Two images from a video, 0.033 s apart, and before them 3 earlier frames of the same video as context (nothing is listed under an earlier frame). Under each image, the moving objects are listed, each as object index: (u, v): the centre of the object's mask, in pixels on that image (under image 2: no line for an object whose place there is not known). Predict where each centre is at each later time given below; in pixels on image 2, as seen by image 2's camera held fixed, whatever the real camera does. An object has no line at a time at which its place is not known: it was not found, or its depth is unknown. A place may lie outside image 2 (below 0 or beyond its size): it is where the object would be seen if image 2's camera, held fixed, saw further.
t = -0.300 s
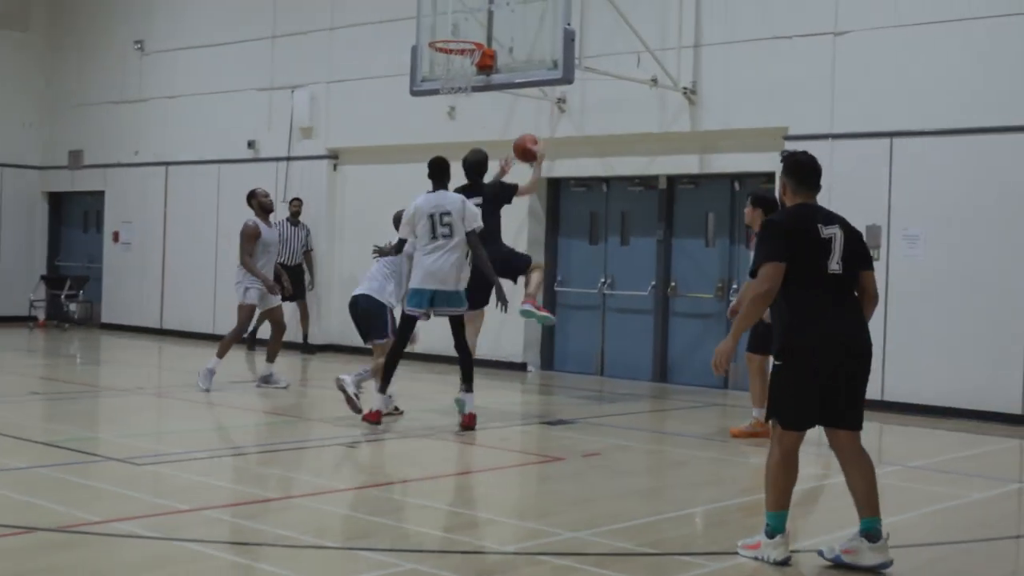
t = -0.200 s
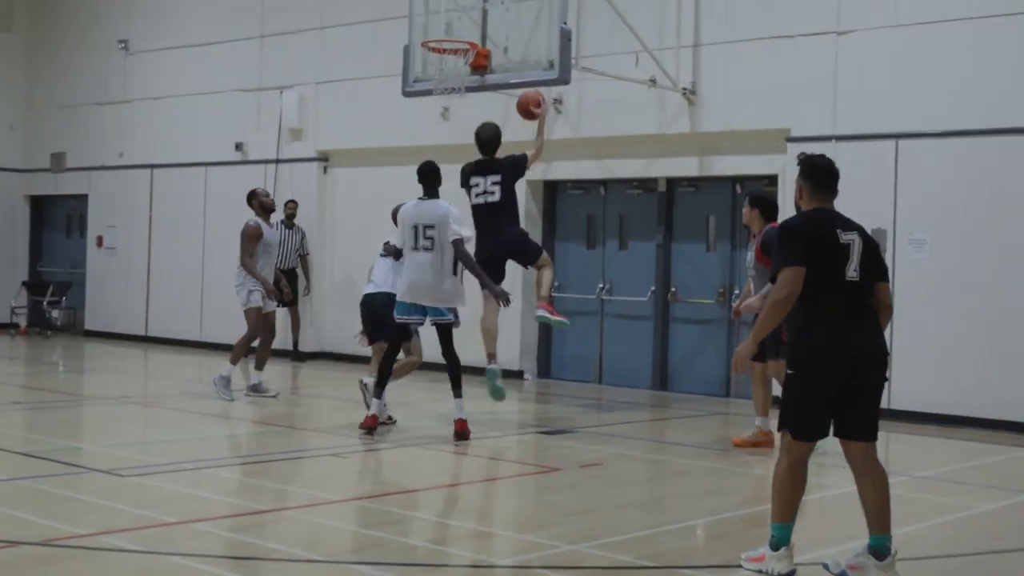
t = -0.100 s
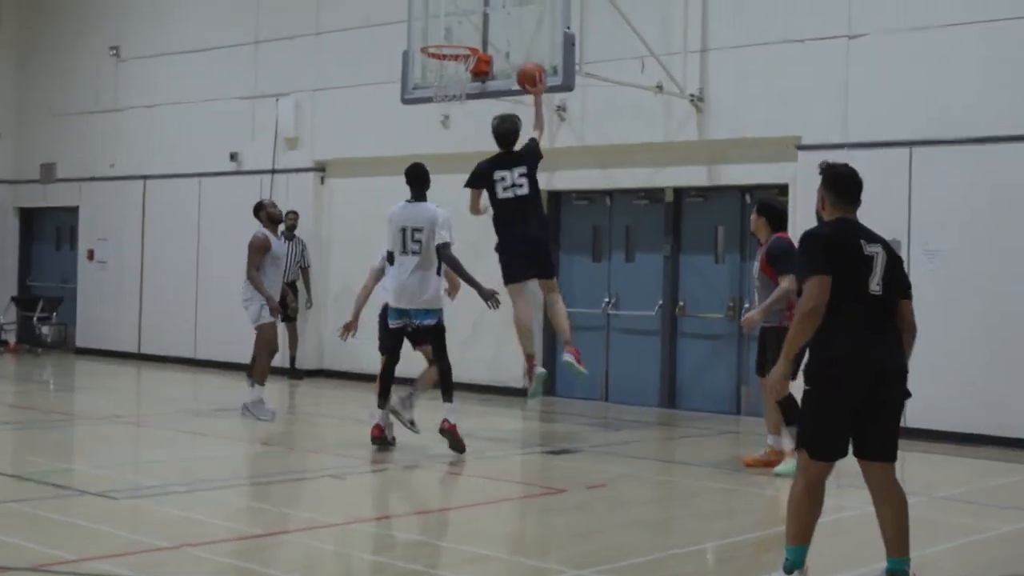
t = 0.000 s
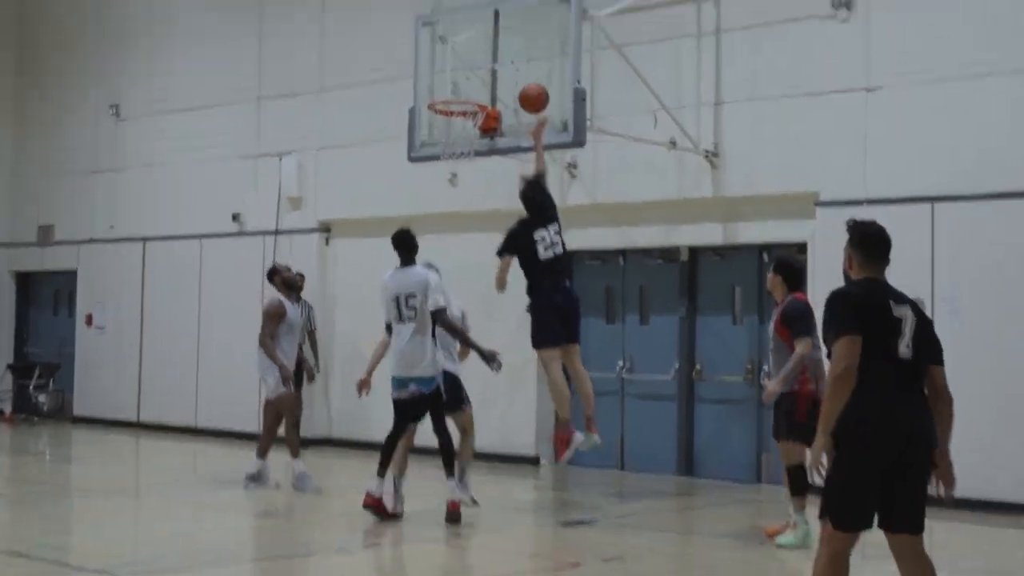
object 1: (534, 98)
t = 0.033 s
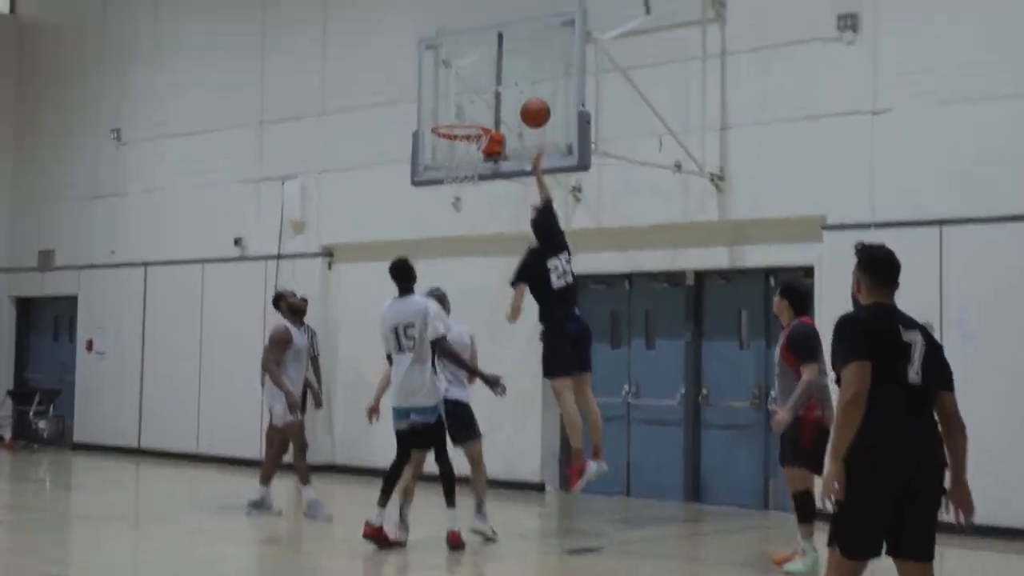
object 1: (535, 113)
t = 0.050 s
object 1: (534, 109)
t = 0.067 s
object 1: (532, 105)
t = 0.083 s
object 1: (531, 102)
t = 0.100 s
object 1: (529, 99)
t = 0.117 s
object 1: (527, 97)
